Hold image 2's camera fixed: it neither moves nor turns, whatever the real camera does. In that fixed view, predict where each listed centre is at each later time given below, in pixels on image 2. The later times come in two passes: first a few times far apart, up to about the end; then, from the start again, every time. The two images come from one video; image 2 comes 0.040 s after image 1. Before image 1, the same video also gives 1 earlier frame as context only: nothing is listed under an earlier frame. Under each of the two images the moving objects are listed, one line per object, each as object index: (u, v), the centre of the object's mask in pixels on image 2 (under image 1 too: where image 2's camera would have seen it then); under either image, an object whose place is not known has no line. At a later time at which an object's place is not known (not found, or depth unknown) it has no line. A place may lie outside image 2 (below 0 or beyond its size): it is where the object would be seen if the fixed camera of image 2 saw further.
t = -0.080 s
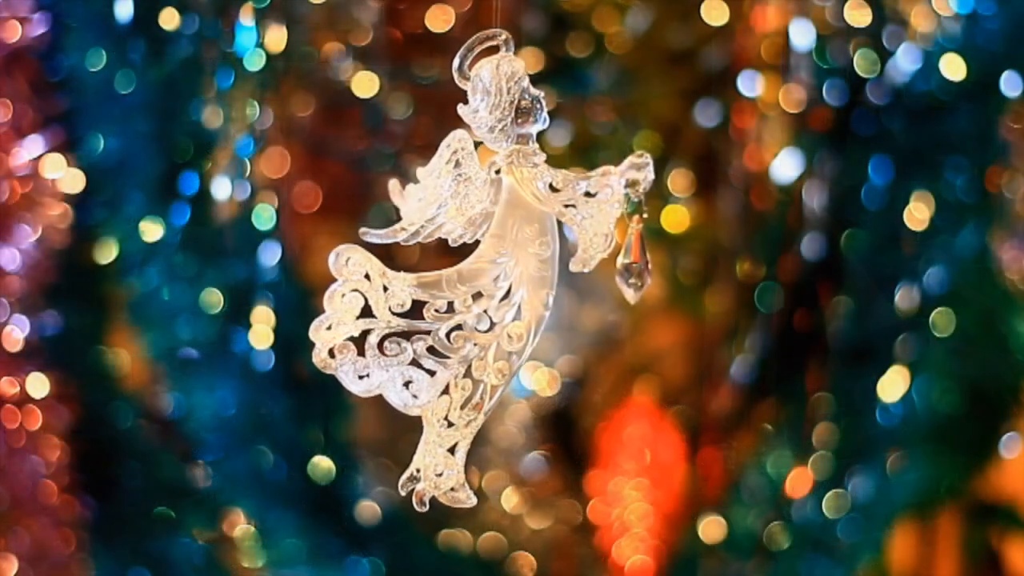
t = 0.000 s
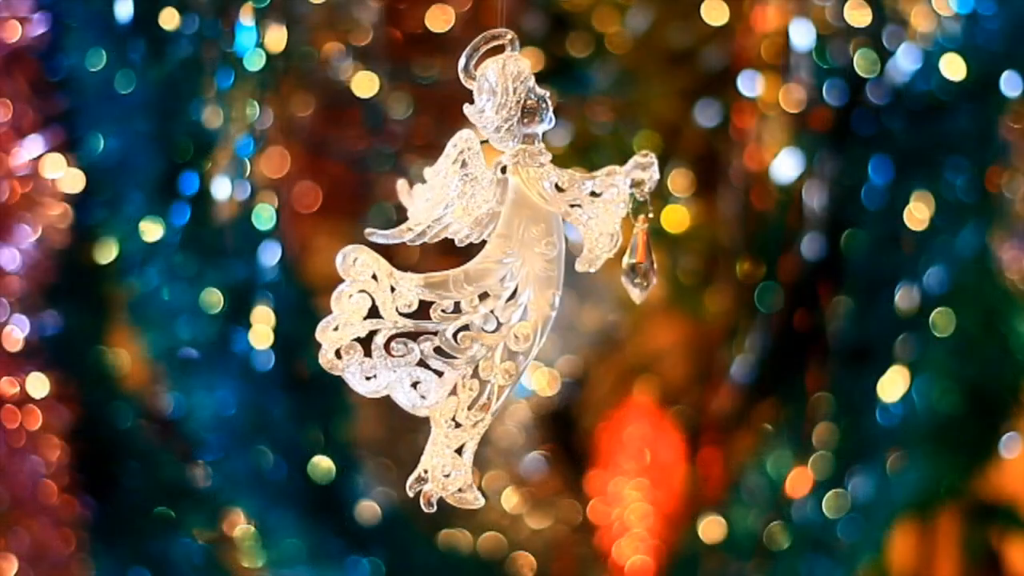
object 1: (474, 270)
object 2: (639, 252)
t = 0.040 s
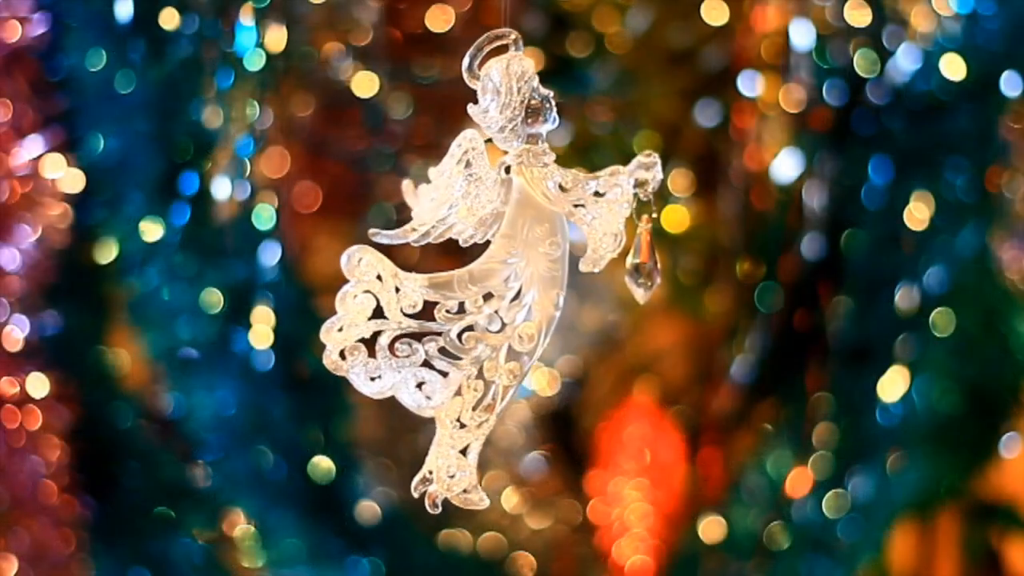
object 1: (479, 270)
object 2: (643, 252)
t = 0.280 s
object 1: (507, 272)
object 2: (669, 252)
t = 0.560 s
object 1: (518, 272)
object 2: (676, 249)
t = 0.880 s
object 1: (493, 271)
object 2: (646, 253)
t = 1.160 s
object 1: (480, 272)
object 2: (624, 251)
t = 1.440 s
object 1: (484, 271)
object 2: (616, 249)
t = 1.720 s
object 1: (485, 272)
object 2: (613, 251)
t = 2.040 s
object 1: (497, 273)
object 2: (623, 254)
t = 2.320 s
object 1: (519, 273)
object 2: (640, 253)
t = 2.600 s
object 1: (517, 273)
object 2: (634, 258)
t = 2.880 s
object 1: (487, 273)
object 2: (598, 264)
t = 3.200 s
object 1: (471, 271)
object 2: (580, 264)
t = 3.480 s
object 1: (491, 274)
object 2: (598, 263)
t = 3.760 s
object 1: (509, 274)
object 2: (618, 258)
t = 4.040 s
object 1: (511, 274)
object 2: (620, 259)
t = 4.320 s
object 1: (507, 274)
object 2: (618, 258)
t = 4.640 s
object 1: (499, 273)
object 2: (609, 257)
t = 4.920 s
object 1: (480, 272)
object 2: (593, 259)
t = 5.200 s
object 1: (475, 271)
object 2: (594, 261)
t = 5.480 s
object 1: (503, 273)
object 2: (626, 260)
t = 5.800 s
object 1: (525, 274)
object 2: (653, 260)
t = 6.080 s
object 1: (505, 272)
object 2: (641, 260)
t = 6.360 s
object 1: (479, 272)
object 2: (623, 260)
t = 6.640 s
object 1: (479, 271)
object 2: (626, 256)
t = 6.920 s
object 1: (490, 270)
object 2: (636, 249)
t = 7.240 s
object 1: (491, 271)
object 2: (652, 254)
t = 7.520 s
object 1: (512, 271)
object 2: (674, 252)
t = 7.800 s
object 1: (520, 271)
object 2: (684, 252)
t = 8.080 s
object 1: (493, 270)
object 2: (665, 253)
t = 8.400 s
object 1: (467, 268)
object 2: (642, 255)
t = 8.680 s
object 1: (480, 268)
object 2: (657, 255)
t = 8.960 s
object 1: (511, 268)
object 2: (685, 256)
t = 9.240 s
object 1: (516, 268)
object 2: (693, 256)
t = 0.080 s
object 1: (483, 270)
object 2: (647, 252)
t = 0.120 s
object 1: (488, 270)
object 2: (651, 252)
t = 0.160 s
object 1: (493, 270)
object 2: (656, 251)
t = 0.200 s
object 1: (498, 271)
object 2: (660, 251)
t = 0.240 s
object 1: (503, 271)
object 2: (665, 251)
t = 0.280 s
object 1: (507, 272)
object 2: (669, 252)
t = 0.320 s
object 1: (511, 272)
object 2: (672, 251)
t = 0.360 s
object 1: (514, 272)
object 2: (675, 250)
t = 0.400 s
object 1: (517, 272)
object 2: (676, 248)
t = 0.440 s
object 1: (519, 272)
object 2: (677, 248)
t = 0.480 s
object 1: (520, 272)
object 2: (677, 248)
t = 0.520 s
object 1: (519, 272)
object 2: (677, 248)
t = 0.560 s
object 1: (518, 272)
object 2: (676, 249)
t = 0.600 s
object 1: (515, 272)
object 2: (674, 250)
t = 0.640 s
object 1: (513, 272)
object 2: (671, 252)
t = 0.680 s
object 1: (512, 273)
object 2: (668, 252)
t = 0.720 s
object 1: (507, 272)
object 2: (664, 252)
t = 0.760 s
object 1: (508, 272)
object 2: (660, 252)
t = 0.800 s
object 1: (500, 271)
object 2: (655, 259)
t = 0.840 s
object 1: (496, 271)
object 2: (651, 254)
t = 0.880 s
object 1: (493, 271)
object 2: (646, 253)
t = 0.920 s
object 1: (491, 272)
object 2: (642, 253)
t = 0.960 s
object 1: (488, 272)
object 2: (638, 253)
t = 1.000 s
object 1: (484, 271)
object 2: (634, 252)
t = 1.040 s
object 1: (487, 271)
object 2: (631, 252)
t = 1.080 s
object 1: (486, 271)
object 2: (628, 251)
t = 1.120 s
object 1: (480, 272)
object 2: (626, 251)
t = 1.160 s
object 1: (480, 272)
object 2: (624, 251)
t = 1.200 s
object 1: (479, 271)
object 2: (622, 250)
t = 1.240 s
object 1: (479, 271)
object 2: (620, 250)
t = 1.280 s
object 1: (479, 271)
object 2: (619, 250)
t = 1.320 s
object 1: (483, 271)
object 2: (618, 250)
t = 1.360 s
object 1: (483, 271)
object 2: (618, 250)
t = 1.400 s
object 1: (484, 271)
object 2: (617, 249)
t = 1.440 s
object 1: (484, 271)
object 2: (616, 249)
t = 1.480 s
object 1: (480, 272)
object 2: (616, 249)
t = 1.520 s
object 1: (480, 272)
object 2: (615, 249)
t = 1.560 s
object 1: (483, 272)
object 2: (615, 249)
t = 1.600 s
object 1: (483, 272)
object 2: (614, 250)
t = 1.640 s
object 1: (481, 272)
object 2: (614, 250)
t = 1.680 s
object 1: (481, 272)
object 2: (613, 251)
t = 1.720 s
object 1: (485, 272)
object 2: (613, 251)
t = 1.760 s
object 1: (481, 272)
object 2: (613, 251)
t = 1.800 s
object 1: (482, 272)
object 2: (614, 252)
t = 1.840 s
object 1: (483, 273)
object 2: (614, 253)
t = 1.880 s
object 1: (487, 272)
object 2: (615, 253)
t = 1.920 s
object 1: (488, 273)
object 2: (617, 253)
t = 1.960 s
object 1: (493, 273)
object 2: (619, 253)
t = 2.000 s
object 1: (495, 273)
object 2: (621, 253)
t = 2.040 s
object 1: (497, 273)
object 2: (623, 254)
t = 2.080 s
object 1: (500, 273)
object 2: (626, 254)
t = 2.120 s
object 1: (504, 273)
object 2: (628, 254)
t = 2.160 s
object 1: (507, 272)
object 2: (631, 254)
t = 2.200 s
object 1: (512, 273)
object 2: (634, 253)
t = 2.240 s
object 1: (515, 273)
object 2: (636, 253)
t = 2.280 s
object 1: (517, 274)
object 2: (638, 253)
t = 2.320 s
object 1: (519, 273)
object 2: (640, 253)
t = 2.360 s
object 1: (521, 273)
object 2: (642, 253)
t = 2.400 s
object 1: (523, 273)
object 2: (642, 259)
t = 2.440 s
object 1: (523, 273)
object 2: (642, 258)
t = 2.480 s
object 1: (523, 273)
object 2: (641, 259)
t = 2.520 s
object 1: (522, 273)
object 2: (639, 258)
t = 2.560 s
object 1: (518, 274)
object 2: (637, 258)
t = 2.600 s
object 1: (517, 273)
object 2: (634, 258)
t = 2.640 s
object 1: (514, 273)
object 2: (630, 259)
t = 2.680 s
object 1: (511, 274)
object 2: (625, 259)
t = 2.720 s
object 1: (505, 274)
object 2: (620, 260)
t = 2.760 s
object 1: (501, 273)
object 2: (615, 260)
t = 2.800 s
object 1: (497, 273)
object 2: (609, 260)
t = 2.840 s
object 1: (492, 273)
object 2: (603, 263)
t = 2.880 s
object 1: (487, 273)
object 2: (598, 264)
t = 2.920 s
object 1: (483, 273)
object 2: (594, 264)
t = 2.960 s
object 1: (479, 272)
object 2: (589, 263)
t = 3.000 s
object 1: (476, 272)
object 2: (586, 264)
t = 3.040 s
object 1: (472, 271)
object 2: (583, 264)
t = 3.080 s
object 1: (471, 271)
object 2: (581, 264)
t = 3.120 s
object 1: (470, 271)
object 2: (580, 264)
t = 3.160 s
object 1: (470, 271)
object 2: (579, 264)
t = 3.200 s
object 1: (471, 271)
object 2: (580, 264)
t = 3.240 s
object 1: (472, 271)
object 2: (581, 265)
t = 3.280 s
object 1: (475, 272)
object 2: (582, 265)
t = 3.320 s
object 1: (477, 272)
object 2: (585, 265)
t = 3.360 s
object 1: (481, 273)
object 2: (588, 264)
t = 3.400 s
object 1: (483, 273)
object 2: (591, 262)
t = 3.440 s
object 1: (487, 273)
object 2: (595, 264)
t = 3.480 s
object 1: (491, 274)
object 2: (598, 263)
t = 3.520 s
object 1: (496, 273)
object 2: (602, 262)
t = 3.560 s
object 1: (499, 273)
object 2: (605, 262)
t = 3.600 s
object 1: (502, 273)
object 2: (609, 258)
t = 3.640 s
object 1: (505, 273)
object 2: (612, 259)
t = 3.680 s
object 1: (506, 274)
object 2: (615, 258)
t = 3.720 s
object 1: (509, 274)
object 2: (617, 258)
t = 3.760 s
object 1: (509, 274)
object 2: (618, 258)
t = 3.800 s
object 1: (510, 275)
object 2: (619, 258)
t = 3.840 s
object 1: (512, 274)
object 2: (620, 258)
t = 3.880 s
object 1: (512, 274)
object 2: (621, 258)
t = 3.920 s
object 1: (510, 275)
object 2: (621, 259)
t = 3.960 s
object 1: (512, 274)
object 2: (621, 259)
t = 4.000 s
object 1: (511, 274)
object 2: (621, 259)
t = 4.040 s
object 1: (511, 274)
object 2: (620, 259)
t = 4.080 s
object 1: (510, 274)
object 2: (620, 259)
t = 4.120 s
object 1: (506, 274)
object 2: (620, 259)
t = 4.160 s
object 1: (508, 273)
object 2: (619, 259)
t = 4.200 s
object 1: (508, 273)
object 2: (619, 259)
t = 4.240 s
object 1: (508, 274)
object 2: (618, 259)
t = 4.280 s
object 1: (508, 274)
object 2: (618, 258)
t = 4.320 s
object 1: (507, 274)
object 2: (618, 258)
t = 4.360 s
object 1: (507, 274)
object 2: (617, 258)
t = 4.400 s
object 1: (507, 273)
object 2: (617, 258)
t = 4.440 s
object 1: (506, 273)
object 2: (616, 257)
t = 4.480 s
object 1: (503, 274)
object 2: (615, 256)
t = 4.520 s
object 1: (502, 274)
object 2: (614, 256)
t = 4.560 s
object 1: (502, 273)
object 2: (613, 255)
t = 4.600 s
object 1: (501, 273)
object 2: (611, 257)
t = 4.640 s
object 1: (499, 273)
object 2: (609, 257)
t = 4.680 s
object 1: (496, 273)
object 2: (607, 255)
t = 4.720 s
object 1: (494, 273)
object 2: (605, 257)
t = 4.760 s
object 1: (491, 272)
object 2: (602, 257)
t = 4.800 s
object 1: (487, 273)
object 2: (600, 257)
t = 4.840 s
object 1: (485, 272)
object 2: (597, 257)
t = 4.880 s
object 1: (482, 272)
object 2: (595, 258)
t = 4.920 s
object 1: (480, 272)
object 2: (593, 259)
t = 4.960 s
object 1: (478, 272)
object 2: (591, 259)
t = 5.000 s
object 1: (476, 272)
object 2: (590, 259)
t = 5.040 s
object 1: (475, 272)
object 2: (589, 260)
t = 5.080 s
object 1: (474, 272)
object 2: (589, 260)
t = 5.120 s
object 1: (474, 272)
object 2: (590, 260)
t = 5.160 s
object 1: (472, 272)
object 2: (591, 261)
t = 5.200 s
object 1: (475, 271)
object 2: (594, 261)
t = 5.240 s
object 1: (477, 271)
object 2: (597, 261)
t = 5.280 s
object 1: (478, 272)
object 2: (600, 260)
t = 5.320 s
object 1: (483, 273)
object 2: (605, 261)
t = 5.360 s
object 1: (486, 273)
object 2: (609, 260)
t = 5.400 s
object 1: (491, 273)
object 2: (615, 259)
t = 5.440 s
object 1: (498, 273)
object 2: (620, 259)
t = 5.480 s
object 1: (503, 273)
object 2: (626, 260)
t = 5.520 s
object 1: (506, 273)
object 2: (631, 259)
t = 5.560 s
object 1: (510, 274)
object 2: (635, 258)
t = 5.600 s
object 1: (516, 273)
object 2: (640, 258)
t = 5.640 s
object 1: (519, 274)
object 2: (645, 257)
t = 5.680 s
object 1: (521, 274)
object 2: (648, 259)
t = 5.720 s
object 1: (523, 274)
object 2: (650, 259)
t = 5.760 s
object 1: (524, 274)
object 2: (652, 259)
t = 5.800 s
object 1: (525, 274)
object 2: (653, 260)
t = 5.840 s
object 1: (524, 274)
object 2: (653, 260)
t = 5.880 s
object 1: (523, 274)
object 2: (653, 260)
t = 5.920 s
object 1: (520, 274)
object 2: (651, 260)
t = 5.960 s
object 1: (512, 273)
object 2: (649, 260)
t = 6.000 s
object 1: (513, 273)
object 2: (647, 261)
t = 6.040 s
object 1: (509, 272)
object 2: (644, 261)
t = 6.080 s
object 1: (505, 272)
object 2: (641, 260)
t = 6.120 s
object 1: (501, 272)
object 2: (638, 259)
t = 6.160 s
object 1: (497, 272)
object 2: (635, 260)
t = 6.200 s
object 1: (494, 272)
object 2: (632, 259)
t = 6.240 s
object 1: (490, 272)
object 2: (629, 260)
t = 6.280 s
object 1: (484, 273)
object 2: (627, 261)
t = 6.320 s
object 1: (486, 271)
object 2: (625, 260)
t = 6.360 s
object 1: (479, 272)
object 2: (623, 260)
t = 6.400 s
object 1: (482, 271)
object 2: (622, 260)
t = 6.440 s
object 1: (481, 271)
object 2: (622, 259)
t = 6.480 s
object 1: (481, 271)
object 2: (622, 257)
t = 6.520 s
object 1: (482, 271)
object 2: (622, 259)
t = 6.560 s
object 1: (477, 271)
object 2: (623, 257)
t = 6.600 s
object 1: (478, 271)
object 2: (624, 258)
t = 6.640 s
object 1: (479, 271)
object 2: (626, 256)
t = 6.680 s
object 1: (480, 271)
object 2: (627, 255)
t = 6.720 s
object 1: (487, 270)
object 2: (629, 255)
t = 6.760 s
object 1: (482, 271)
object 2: (630, 255)
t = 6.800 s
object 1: (483, 271)
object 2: (632, 255)
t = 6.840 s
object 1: (489, 270)
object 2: (634, 254)
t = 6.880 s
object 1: (489, 270)
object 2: (635, 256)
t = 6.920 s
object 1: (490, 270)
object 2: (636, 249)
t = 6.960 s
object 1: (490, 270)
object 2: (638, 250)
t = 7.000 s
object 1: (491, 270)
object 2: (640, 251)
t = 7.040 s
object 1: (491, 271)
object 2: (641, 251)
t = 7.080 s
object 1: (487, 271)
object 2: (643, 251)
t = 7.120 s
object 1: (488, 271)
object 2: (645, 251)
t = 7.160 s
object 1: (489, 271)
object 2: (647, 253)
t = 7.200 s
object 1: (490, 271)
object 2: (650, 253)
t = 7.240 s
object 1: (491, 271)
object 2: (652, 254)
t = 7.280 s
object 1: (493, 271)
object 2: (655, 253)
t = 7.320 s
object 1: (500, 271)
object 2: (657, 253)
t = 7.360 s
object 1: (497, 271)
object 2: (661, 253)
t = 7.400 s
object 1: (505, 270)
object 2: (663, 252)
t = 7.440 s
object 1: (507, 271)
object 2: (667, 251)
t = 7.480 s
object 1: (510, 270)
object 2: (671, 254)
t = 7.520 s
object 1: (512, 271)
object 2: (674, 252)
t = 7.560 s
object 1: (509, 271)
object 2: (677, 252)
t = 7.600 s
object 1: (517, 271)
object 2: (679, 252)
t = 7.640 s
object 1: (513, 271)
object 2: (681, 251)
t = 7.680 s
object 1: (520, 271)
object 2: (683, 251)
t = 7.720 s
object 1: (521, 271)
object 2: (684, 252)
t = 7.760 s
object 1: (521, 271)
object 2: (685, 253)
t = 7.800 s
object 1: (520, 271)
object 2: (684, 252)
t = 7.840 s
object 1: (519, 271)
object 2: (683, 252)
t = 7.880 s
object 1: (511, 271)
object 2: (682, 252)
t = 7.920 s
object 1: (508, 271)
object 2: (679, 251)
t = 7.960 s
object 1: (505, 271)
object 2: (676, 253)
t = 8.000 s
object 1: (506, 270)
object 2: (673, 251)
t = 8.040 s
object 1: (497, 271)
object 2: (669, 253)
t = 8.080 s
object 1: (493, 270)
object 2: (665, 253)
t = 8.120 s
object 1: (488, 269)
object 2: (661, 251)
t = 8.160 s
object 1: (484, 269)
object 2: (657, 252)
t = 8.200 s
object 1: (480, 269)
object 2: (653, 253)
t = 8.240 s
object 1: (476, 269)
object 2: (649, 254)
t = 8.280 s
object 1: (473, 268)
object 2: (646, 255)
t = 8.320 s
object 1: (470, 268)
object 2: (644, 255)
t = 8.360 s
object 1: (468, 268)
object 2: (642, 255)
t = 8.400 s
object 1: (467, 268)
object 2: (642, 255)
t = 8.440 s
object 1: (467, 268)
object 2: (642, 255)
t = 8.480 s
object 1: (468, 268)
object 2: (642, 255)
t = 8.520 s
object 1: (469, 268)
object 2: (644, 255)
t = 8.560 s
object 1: (471, 268)
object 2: (646, 255)
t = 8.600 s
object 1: (473, 268)
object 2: (649, 255)
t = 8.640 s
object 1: (477, 268)
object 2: (652, 255)
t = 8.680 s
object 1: (480, 268)
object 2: (657, 255)
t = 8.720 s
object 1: (484, 268)
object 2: (661, 254)
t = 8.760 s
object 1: (488, 269)
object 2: (665, 253)
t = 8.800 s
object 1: (498, 268)
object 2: (669, 256)
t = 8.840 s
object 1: (496, 269)
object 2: (674, 256)
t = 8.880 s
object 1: (500, 269)
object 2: (678, 255)
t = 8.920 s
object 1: (503, 269)
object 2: (682, 256)
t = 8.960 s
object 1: (511, 268)
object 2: (685, 256)
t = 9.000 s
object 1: (513, 269)
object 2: (688, 255)
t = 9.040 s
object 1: (515, 269)
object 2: (689, 254)
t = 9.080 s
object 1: (516, 269)
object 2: (691, 256)
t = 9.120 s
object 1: (516, 269)
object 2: (692, 256)
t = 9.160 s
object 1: (516, 269)
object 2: (693, 256)
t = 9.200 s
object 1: (516, 269)
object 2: (693, 256)
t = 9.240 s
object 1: (516, 268)
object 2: (693, 256)
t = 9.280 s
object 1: (515, 268)
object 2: (692, 257)
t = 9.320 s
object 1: (513, 268)
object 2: (691, 257)
